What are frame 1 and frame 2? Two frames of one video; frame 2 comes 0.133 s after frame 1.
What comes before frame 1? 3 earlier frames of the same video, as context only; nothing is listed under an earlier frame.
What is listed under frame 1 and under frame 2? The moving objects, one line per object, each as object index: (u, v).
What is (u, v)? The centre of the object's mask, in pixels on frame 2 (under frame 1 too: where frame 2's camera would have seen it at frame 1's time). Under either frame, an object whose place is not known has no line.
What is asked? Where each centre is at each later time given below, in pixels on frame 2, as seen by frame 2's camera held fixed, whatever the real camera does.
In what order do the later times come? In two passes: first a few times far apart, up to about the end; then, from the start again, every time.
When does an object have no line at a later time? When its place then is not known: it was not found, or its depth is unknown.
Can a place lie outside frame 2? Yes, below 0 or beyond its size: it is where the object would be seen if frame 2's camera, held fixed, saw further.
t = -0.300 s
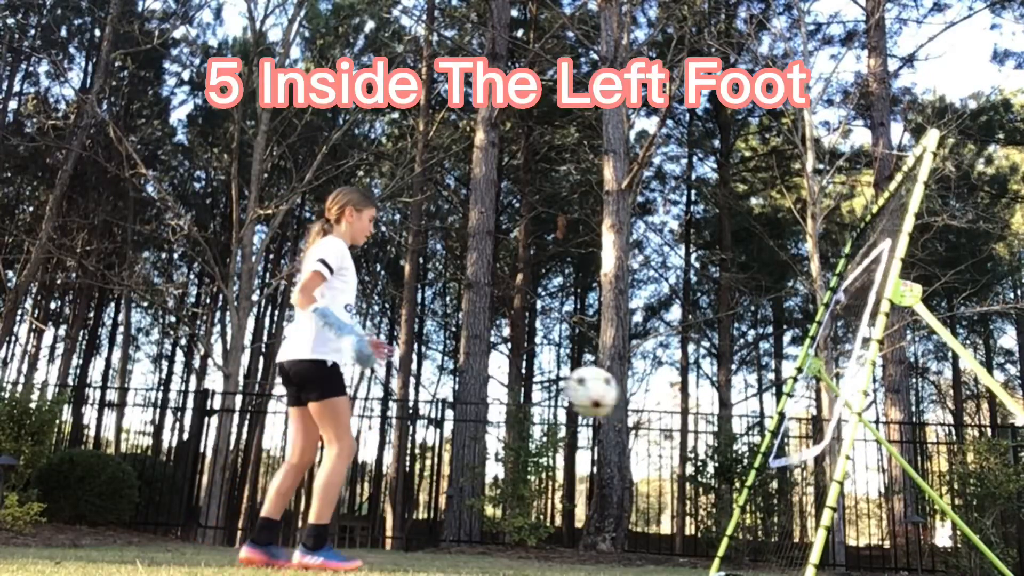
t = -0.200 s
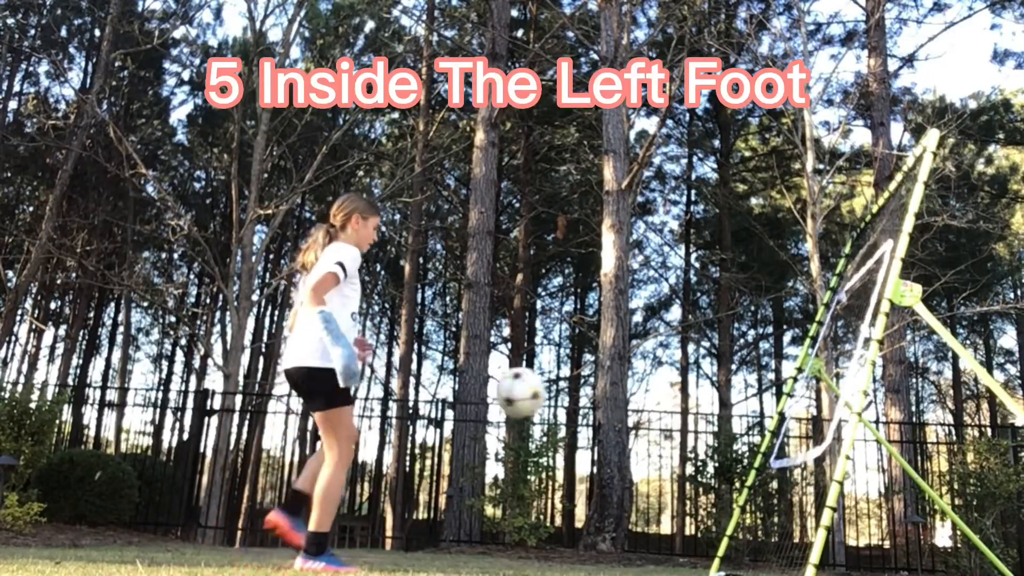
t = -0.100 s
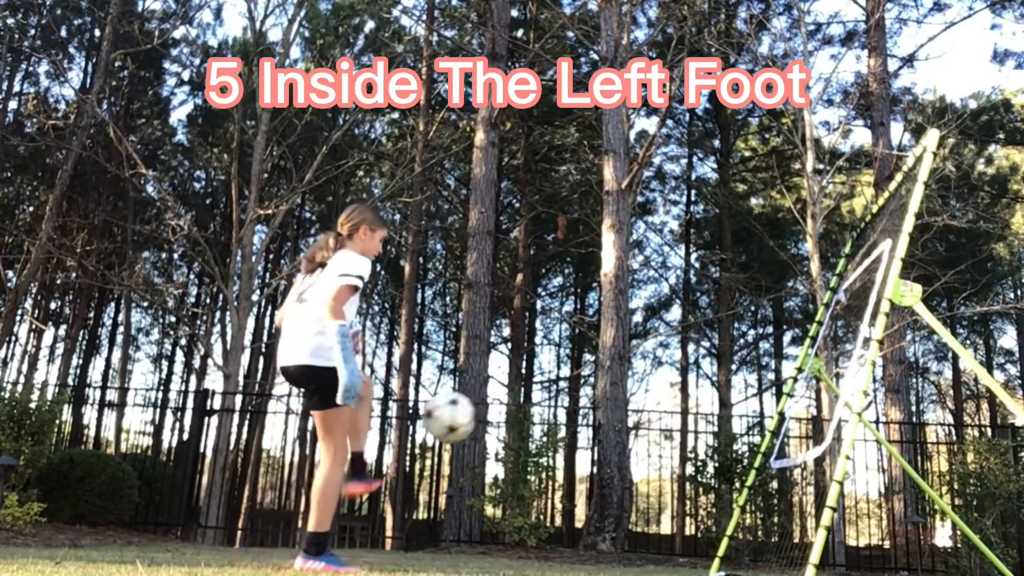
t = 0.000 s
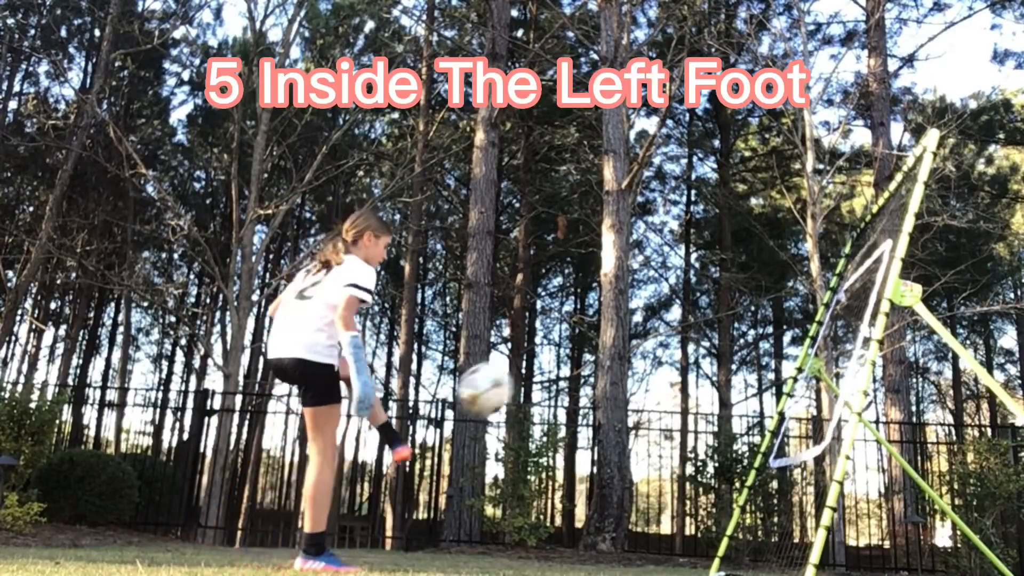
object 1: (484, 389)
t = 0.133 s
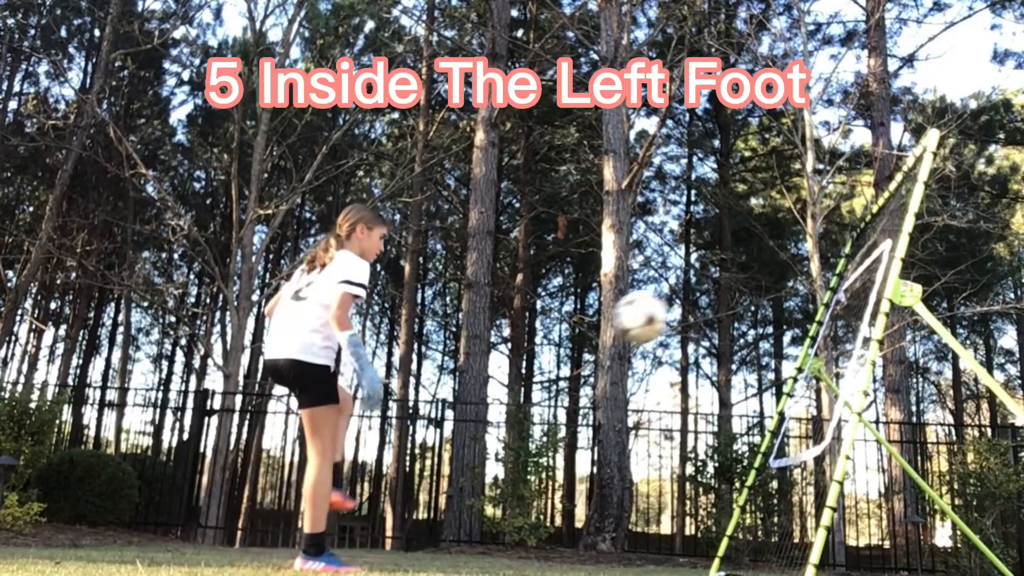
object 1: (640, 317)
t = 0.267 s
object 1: (794, 287)
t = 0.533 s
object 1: (746, 227)
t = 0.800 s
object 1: (581, 279)
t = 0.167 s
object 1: (679, 305)
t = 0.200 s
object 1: (716, 297)
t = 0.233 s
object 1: (755, 290)
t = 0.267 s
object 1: (794, 287)
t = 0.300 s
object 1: (832, 286)
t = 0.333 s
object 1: (860, 285)
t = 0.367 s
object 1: (856, 274)
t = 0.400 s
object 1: (834, 259)
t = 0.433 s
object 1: (811, 247)
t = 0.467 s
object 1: (789, 238)
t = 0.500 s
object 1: (767, 231)
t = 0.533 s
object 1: (746, 227)
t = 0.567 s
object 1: (725, 225)
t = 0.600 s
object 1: (704, 226)
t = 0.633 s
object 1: (684, 228)
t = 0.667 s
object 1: (663, 233)
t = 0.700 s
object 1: (642, 241)
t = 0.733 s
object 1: (622, 252)
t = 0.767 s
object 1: (602, 265)
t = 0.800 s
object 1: (581, 279)
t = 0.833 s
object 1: (562, 296)
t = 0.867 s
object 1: (541, 316)
